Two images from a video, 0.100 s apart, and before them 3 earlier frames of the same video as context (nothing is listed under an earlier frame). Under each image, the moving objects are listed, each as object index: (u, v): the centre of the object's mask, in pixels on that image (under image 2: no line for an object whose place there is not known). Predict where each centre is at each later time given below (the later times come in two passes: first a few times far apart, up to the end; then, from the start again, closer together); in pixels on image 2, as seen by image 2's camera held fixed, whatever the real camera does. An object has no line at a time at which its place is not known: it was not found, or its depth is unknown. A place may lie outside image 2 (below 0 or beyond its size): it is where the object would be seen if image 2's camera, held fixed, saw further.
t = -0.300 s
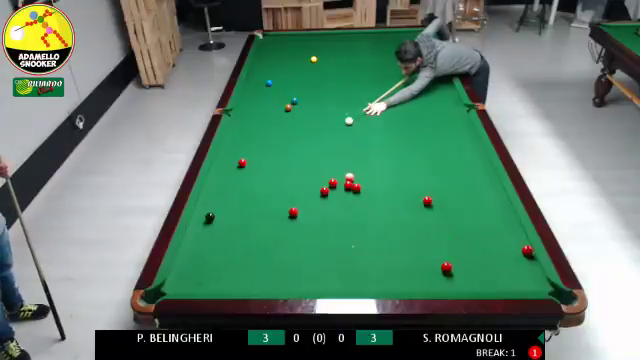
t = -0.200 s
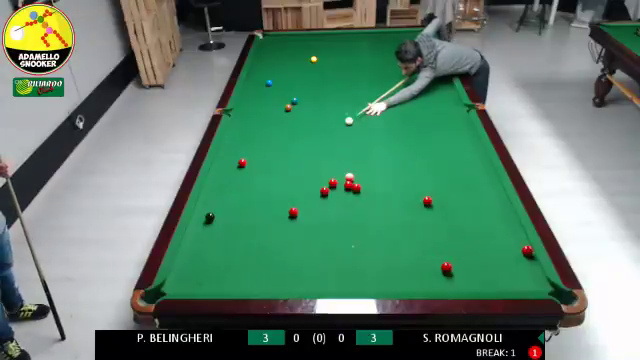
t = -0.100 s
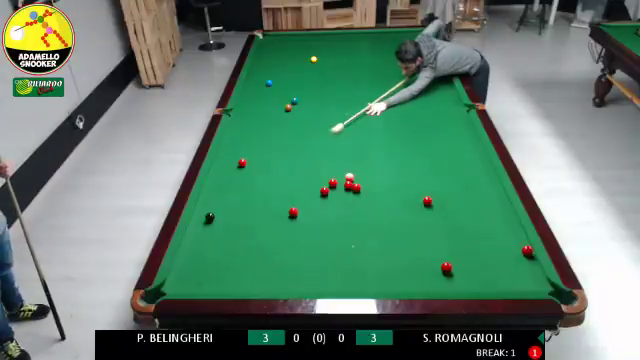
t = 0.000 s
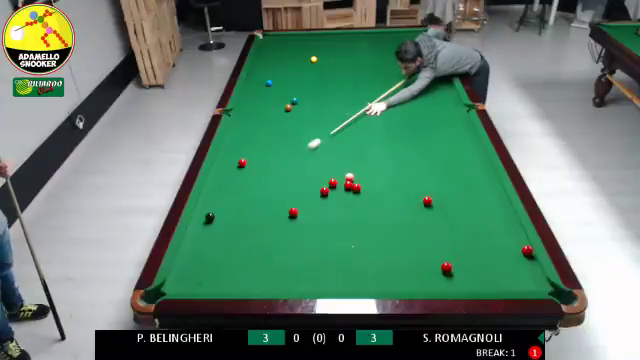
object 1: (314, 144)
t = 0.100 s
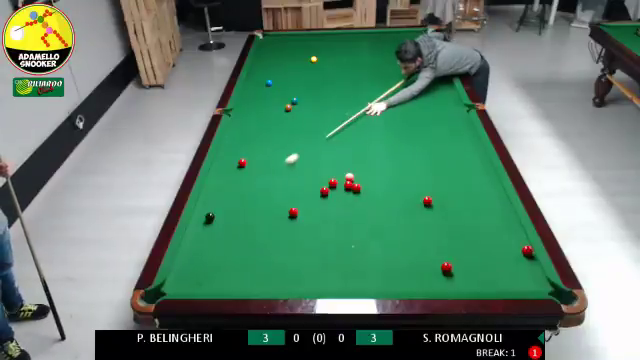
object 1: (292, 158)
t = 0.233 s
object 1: (262, 178)
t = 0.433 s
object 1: (212, 211)
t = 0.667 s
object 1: (213, 211)
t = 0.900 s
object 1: (233, 213)
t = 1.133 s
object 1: (252, 216)
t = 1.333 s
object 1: (268, 218)
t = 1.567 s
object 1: (286, 221)
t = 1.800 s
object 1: (303, 223)
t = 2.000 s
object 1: (317, 225)
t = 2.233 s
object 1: (333, 227)
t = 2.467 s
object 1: (347, 229)
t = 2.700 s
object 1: (361, 231)
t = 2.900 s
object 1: (372, 233)
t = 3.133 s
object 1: (383, 235)
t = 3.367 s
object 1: (394, 237)
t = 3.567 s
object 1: (402, 239)
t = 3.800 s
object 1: (410, 240)
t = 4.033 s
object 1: (417, 241)
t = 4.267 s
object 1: (424, 242)
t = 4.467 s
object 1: (428, 243)
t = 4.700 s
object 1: (432, 244)
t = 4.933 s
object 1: (434, 244)
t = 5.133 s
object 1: (436, 245)
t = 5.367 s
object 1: (436, 245)
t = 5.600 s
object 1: (436, 245)
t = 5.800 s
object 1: (436, 245)
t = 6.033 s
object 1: (436, 245)
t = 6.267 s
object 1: (436, 245)
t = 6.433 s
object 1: (436, 245)
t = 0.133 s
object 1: (284, 163)
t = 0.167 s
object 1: (277, 168)
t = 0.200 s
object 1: (269, 173)
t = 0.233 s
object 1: (262, 178)
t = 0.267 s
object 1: (254, 183)
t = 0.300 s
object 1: (246, 189)
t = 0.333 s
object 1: (238, 194)
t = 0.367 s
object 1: (229, 200)
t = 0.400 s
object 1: (220, 206)
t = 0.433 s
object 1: (212, 211)
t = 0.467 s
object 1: (207, 210)
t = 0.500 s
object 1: (201, 211)
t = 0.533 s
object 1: (198, 211)
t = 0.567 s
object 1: (202, 211)
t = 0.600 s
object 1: (206, 211)
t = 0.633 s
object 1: (210, 211)
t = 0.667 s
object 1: (213, 211)
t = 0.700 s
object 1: (216, 211)
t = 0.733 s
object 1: (218, 212)
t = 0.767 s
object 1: (221, 212)
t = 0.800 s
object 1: (224, 213)
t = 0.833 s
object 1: (227, 213)
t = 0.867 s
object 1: (230, 213)
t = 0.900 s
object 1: (233, 213)
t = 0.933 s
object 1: (235, 214)
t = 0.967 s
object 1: (238, 214)
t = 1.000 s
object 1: (241, 214)
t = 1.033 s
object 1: (244, 215)
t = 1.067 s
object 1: (247, 215)
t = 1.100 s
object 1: (249, 216)
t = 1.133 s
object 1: (252, 216)
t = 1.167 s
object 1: (255, 216)
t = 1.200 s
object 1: (257, 217)
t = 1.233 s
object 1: (260, 217)
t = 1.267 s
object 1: (263, 217)
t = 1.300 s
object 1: (265, 218)
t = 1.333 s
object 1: (268, 218)
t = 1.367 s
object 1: (271, 219)
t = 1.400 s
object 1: (273, 219)
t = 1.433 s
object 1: (276, 219)
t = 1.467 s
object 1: (278, 220)
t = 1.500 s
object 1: (281, 220)
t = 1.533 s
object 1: (283, 220)
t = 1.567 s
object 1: (286, 221)
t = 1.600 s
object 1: (288, 221)
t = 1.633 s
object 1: (291, 222)
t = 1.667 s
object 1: (294, 222)
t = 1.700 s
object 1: (296, 222)
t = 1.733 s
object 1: (298, 222)
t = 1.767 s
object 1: (301, 223)
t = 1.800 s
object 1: (303, 223)
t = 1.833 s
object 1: (306, 223)
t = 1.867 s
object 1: (308, 224)
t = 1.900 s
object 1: (311, 224)
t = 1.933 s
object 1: (313, 224)
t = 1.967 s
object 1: (315, 225)
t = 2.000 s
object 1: (317, 225)
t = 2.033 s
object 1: (319, 225)
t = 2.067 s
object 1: (322, 226)
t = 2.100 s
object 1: (324, 226)
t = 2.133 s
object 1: (326, 226)
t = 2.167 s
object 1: (329, 227)
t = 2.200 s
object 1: (331, 227)
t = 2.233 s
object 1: (333, 227)
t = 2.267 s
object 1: (335, 227)
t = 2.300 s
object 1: (337, 228)
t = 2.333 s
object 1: (339, 228)
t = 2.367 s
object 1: (341, 228)
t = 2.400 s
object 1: (343, 229)
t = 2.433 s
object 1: (345, 229)
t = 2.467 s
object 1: (347, 229)
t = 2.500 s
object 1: (349, 230)
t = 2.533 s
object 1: (351, 230)
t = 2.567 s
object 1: (353, 230)
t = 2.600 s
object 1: (355, 231)
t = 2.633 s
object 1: (357, 231)
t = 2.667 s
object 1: (359, 231)
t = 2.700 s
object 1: (361, 231)
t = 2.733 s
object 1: (363, 232)
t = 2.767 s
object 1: (365, 232)
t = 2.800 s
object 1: (366, 232)
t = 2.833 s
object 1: (368, 232)
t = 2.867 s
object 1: (370, 233)
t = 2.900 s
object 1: (372, 233)
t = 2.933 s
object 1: (373, 233)
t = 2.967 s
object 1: (375, 234)
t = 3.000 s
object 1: (377, 234)
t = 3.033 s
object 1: (378, 234)
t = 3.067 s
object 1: (380, 235)
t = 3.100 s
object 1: (382, 235)
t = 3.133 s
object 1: (383, 235)
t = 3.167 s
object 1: (385, 235)
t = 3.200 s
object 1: (386, 236)
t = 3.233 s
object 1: (388, 236)
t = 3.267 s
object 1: (390, 236)
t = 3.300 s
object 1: (391, 236)
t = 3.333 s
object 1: (392, 237)
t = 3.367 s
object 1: (394, 237)
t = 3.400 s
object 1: (395, 237)
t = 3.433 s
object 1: (396, 237)
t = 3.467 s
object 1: (398, 238)
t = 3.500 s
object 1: (399, 238)
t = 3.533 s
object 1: (400, 238)
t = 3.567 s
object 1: (402, 239)
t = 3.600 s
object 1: (403, 239)
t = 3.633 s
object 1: (404, 239)
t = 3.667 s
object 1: (406, 239)
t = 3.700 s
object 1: (407, 239)
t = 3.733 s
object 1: (408, 240)
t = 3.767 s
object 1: (409, 240)
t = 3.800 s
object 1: (410, 240)
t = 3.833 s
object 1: (412, 240)
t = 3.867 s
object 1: (413, 240)
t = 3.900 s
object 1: (414, 240)
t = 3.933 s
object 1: (415, 241)
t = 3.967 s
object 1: (416, 241)
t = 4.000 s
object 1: (417, 241)
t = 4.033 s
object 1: (417, 241)
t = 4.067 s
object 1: (419, 241)
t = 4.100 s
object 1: (420, 241)
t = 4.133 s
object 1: (420, 242)
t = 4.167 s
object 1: (421, 242)
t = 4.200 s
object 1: (422, 242)
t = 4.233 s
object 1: (423, 242)
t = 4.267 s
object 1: (424, 242)
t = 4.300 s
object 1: (424, 242)
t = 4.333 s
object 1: (425, 242)
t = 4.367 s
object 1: (426, 243)
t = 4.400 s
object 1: (427, 243)
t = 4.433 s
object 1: (427, 243)
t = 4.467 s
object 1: (428, 243)
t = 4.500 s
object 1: (429, 243)
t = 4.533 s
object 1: (429, 243)
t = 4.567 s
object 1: (430, 243)
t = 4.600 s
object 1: (430, 243)
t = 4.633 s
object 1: (431, 244)
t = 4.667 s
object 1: (431, 244)
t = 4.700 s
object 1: (432, 244)
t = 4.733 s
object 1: (432, 244)
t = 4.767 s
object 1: (433, 244)
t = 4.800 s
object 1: (433, 244)
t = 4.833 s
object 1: (433, 244)
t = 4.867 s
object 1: (434, 244)
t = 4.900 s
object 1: (434, 244)
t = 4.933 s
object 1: (434, 244)
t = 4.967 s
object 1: (435, 245)
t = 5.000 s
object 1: (435, 245)
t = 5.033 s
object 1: (435, 244)
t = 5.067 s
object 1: (436, 245)
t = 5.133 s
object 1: (436, 245)
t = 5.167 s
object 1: (436, 245)
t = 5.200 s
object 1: (436, 245)
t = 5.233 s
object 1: (436, 245)
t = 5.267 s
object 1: (436, 245)
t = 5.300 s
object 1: (436, 245)
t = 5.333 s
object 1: (436, 245)
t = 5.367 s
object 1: (436, 245)
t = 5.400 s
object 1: (436, 245)
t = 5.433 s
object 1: (436, 245)
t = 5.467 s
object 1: (436, 245)
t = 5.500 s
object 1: (436, 245)
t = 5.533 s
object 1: (436, 245)
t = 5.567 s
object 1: (436, 245)
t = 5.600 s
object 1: (436, 245)
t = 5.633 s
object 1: (436, 245)
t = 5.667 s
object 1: (436, 245)
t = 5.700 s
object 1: (436, 245)
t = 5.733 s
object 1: (436, 245)
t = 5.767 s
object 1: (436, 245)
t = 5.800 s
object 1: (436, 245)
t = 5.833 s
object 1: (436, 245)
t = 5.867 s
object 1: (436, 245)
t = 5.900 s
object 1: (436, 245)
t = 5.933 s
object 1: (436, 245)
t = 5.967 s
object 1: (436, 245)
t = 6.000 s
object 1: (436, 245)
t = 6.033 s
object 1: (436, 245)
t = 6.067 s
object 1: (436, 245)
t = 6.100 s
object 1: (436, 245)
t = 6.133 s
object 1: (436, 245)
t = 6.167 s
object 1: (436, 245)
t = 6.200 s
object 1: (436, 245)
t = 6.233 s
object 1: (436, 245)
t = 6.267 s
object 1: (436, 245)
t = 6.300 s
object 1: (436, 245)
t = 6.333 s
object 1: (436, 245)
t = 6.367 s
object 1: (436, 245)
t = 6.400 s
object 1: (436, 245)
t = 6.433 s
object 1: (436, 245)
